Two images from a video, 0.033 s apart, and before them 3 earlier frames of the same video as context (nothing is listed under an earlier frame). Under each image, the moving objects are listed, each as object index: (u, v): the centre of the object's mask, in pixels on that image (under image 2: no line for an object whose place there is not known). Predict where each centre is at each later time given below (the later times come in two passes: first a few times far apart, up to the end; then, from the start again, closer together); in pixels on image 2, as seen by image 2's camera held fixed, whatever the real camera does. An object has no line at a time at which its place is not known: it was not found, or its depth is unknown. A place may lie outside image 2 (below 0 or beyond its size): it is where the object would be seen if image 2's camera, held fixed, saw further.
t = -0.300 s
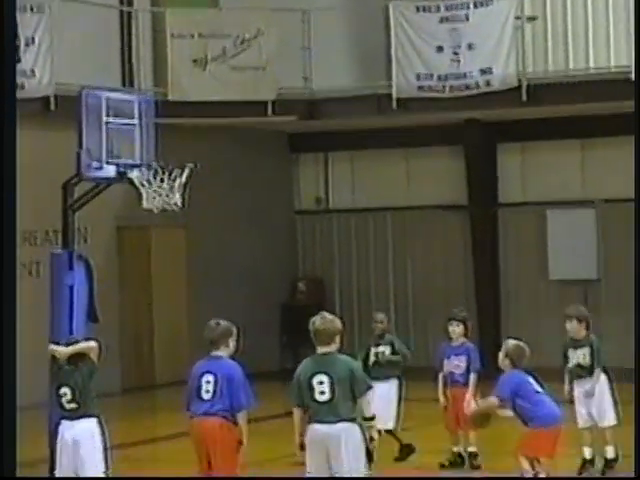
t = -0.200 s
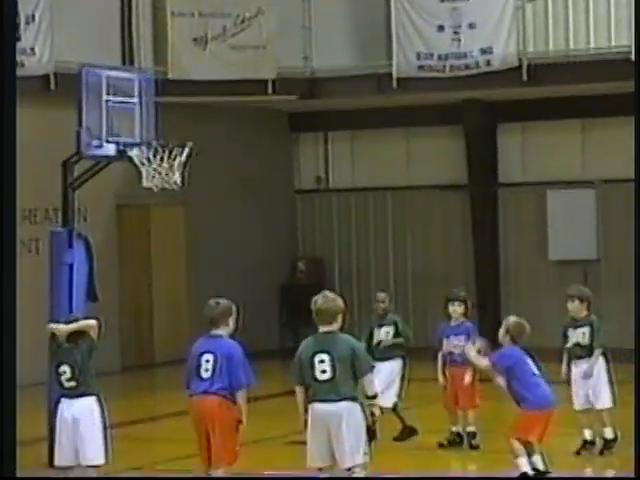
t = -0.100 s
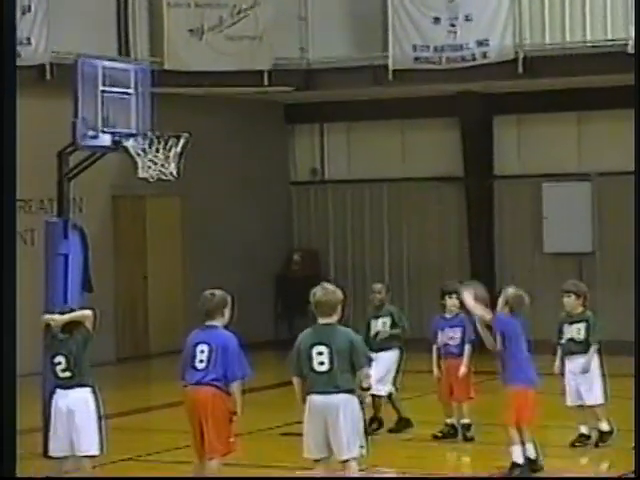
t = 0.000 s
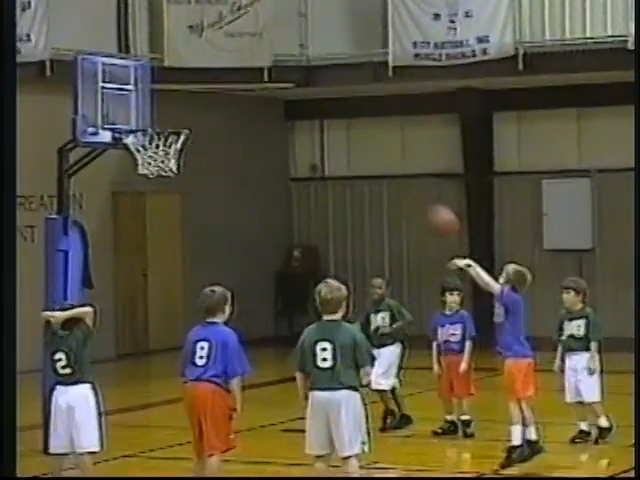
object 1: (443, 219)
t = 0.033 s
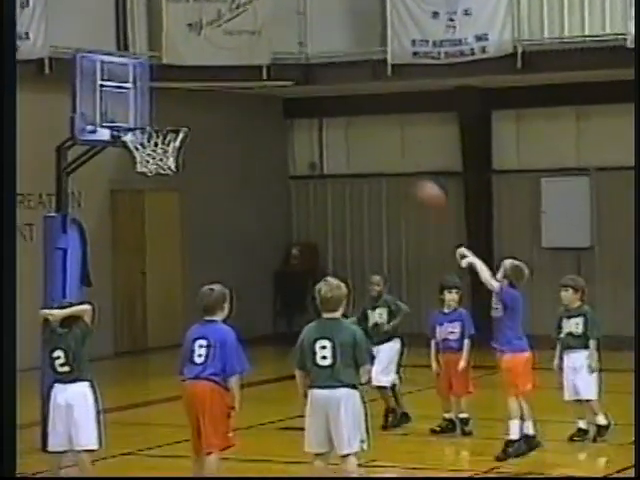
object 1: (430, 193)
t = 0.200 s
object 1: (367, 106)
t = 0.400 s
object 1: (300, 57)
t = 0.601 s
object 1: (235, 58)
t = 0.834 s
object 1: (171, 119)
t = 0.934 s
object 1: (139, 160)
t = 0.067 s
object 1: (415, 175)
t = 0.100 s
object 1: (402, 156)
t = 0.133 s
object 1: (389, 138)
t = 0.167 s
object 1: (378, 123)
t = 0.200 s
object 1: (367, 106)
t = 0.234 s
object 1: (356, 96)
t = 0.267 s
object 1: (344, 85)
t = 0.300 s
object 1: (333, 74)
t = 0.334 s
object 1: (322, 67)
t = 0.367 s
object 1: (311, 61)
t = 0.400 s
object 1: (300, 57)
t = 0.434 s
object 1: (288, 52)
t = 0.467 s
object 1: (277, 50)
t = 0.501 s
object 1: (266, 50)
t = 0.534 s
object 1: (254, 51)
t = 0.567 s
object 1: (246, 53)
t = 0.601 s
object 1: (235, 58)
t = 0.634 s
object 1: (225, 63)
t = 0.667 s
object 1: (215, 69)
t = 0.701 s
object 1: (206, 77)
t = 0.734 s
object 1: (196, 84)
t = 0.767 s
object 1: (187, 96)
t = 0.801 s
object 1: (180, 104)
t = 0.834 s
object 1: (171, 119)
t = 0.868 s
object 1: (163, 132)
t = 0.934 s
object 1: (139, 160)
